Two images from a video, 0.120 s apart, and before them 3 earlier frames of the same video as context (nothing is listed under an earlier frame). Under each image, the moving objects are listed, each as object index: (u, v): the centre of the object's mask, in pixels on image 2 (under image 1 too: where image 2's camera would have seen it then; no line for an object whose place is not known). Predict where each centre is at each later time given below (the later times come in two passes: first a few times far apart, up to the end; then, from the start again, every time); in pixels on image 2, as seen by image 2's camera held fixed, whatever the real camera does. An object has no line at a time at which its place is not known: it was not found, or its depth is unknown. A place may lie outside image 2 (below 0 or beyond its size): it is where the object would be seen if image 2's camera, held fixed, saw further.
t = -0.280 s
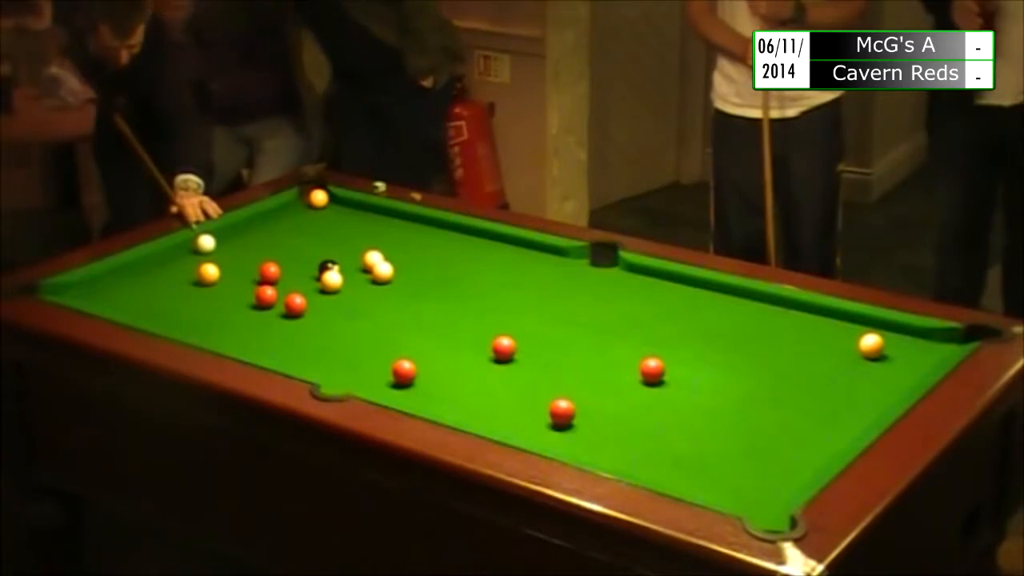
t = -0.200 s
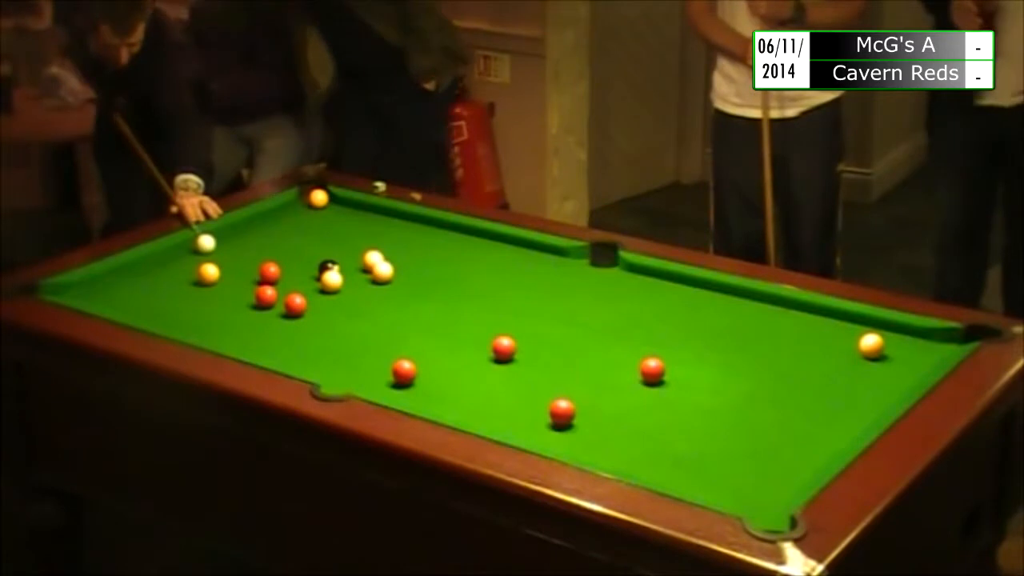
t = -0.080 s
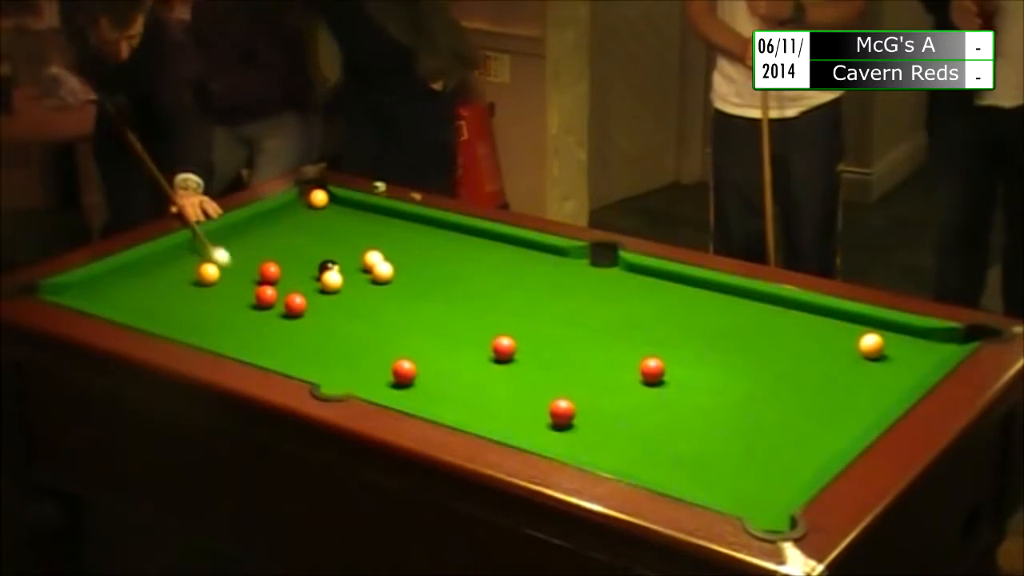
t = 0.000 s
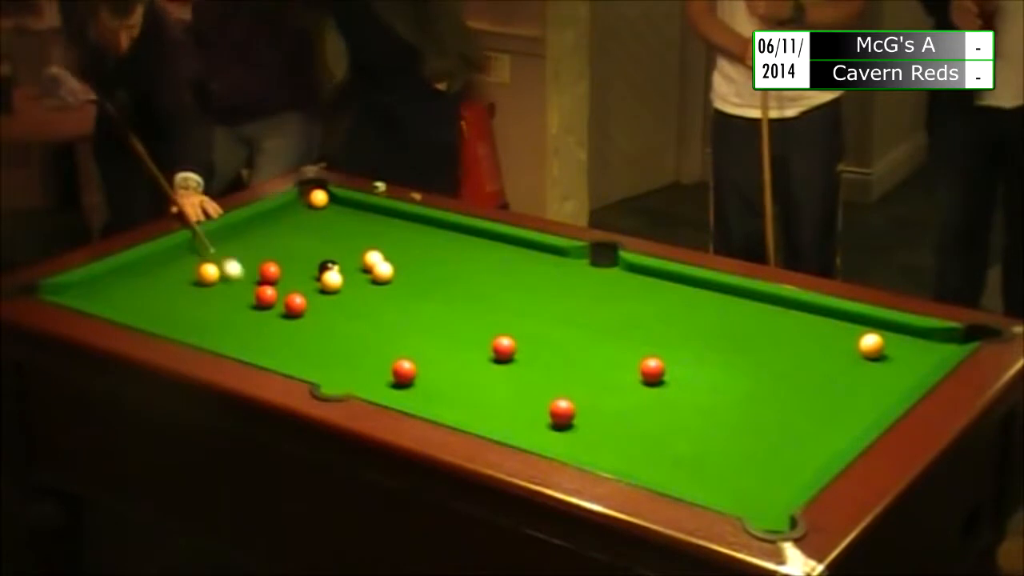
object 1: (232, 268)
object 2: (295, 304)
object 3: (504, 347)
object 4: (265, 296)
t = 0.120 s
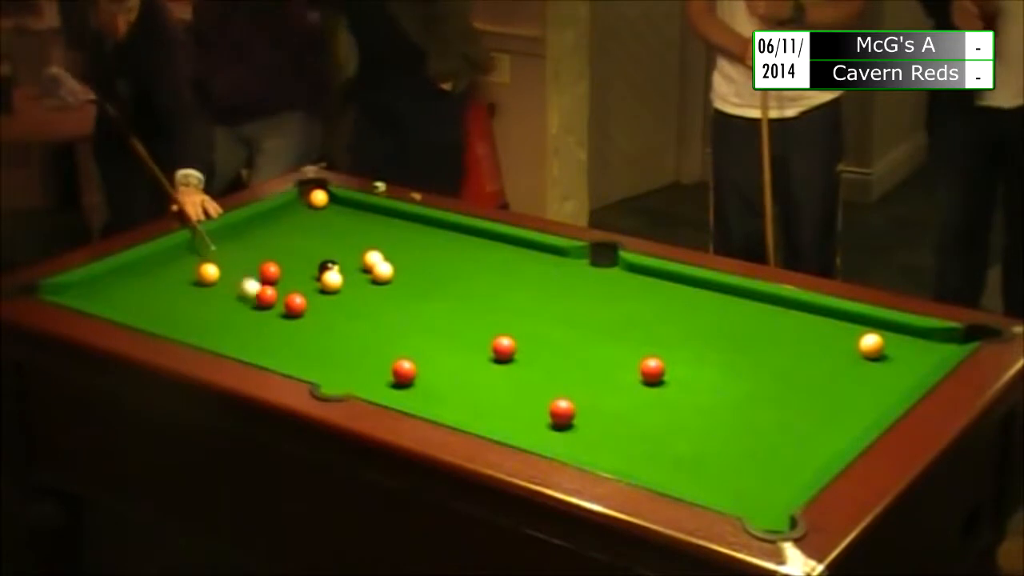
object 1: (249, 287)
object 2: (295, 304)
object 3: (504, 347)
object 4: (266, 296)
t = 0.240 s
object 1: (241, 296)
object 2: (308, 308)
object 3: (504, 347)
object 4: (275, 301)
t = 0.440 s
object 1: (227, 308)
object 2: (344, 316)
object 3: (504, 347)
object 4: (271, 306)
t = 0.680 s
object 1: (212, 323)
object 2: (386, 326)
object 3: (504, 347)
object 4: (266, 310)
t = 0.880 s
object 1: (201, 331)
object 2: (418, 334)
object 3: (504, 347)
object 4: (264, 312)
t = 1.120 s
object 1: (215, 330)
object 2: (455, 342)
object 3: (503, 347)
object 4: (262, 313)
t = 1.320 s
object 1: (228, 328)
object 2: (480, 349)
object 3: (507, 347)
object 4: (261, 314)
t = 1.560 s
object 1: (242, 325)
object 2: (486, 356)
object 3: (525, 347)
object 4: (262, 313)
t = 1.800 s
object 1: (252, 323)
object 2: (492, 362)
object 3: (537, 348)
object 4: (264, 310)
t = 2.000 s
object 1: (257, 322)
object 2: (495, 365)
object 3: (544, 348)
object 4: (264, 308)
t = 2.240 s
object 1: (258, 322)
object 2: (497, 368)
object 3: (549, 348)
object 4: (264, 308)
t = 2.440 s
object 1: (258, 322)
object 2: (498, 369)
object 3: (549, 348)
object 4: (263, 308)
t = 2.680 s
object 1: (258, 322)
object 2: (498, 369)
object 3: (548, 348)
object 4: (263, 308)
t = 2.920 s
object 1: (258, 322)
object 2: (498, 369)
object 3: (548, 348)
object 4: (263, 308)
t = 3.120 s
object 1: (258, 322)
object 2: (498, 369)
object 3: (548, 348)
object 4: (263, 308)
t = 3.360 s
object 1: (258, 322)
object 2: (498, 368)
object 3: (548, 348)
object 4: (263, 308)
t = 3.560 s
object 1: (258, 322)
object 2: (498, 369)
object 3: (548, 348)
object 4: (263, 308)
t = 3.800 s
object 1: (258, 322)
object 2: (498, 369)
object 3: (548, 348)
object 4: (263, 308)
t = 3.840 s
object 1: (258, 322)
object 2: (498, 368)
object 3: (548, 348)
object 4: (263, 308)
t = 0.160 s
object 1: (249, 292)
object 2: (295, 304)
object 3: (504, 347)
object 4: (271, 298)
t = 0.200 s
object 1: (245, 294)
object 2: (299, 305)
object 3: (504, 347)
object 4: (276, 300)
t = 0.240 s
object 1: (241, 296)
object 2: (308, 308)
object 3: (504, 347)
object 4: (275, 301)
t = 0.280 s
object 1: (239, 299)
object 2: (316, 309)
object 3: (504, 347)
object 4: (274, 302)
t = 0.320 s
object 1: (236, 301)
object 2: (323, 311)
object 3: (504, 347)
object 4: (273, 303)
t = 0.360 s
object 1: (233, 304)
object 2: (330, 313)
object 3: (504, 347)
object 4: (272, 304)
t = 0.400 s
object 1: (230, 306)
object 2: (337, 314)
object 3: (504, 347)
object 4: (272, 305)
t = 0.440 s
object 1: (227, 308)
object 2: (344, 316)
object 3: (504, 347)
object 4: (271, 306)
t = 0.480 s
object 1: (224, 311)
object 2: (352, 318)
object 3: (504, 347)
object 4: (270, 306)
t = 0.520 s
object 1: (222, 314)
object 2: (358, 320)
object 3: (504, 347)
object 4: (269, 307)
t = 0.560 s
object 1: (219, 316)
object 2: (366, 321)
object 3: (504, 347)
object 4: (268, 308)
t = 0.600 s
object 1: (217, 318)
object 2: (372, 323)
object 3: (504, 347)
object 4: (268, 309)
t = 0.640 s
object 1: (214, 320)
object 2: (379, 324)
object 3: (504, 347)
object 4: (267, 309)
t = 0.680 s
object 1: (212, 323)
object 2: (386, 326)
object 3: (504, 347)
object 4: (266, 310)
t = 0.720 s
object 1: (209, 325)
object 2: (392, 328)
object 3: (504, 347)
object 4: (266, 311)
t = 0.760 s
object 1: (207, 327)
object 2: (399, 329)
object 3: (504, 347)
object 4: (265, 311)
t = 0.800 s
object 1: (205, 327)
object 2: (405, 331)
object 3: (504, 347)
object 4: (265, 312)
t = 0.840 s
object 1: (203, 329)
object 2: (412, 332)
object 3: (504, 347)
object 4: (264, 312)
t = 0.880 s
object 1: (201, 331)
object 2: (418, 334)
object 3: (504, 347)
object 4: (264, 312)
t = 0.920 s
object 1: (199, 332)
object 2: (425, 335)
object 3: (504, 347)
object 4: (264, 312)
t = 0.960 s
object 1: (201, 332)
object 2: (431, 337)
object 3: (503, 347)
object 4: (263, 313)
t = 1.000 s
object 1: (205, 332)
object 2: (437, 338)
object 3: (504, 347)
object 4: (263, 313)
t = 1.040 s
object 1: (208, 331)
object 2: (443, 340)
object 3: (503, 347)
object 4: (262, 313)
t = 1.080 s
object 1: (211, 331)
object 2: (449, 341)
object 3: (503, 347)
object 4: (262, 313)
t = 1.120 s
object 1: (215, 330)
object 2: (455, 342)
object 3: (503, 347)
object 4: (262, 313)
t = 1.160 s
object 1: (217, 329)
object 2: (461, 344)
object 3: (503, 347)
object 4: (262, 313)
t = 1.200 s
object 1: (220, 330)
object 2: (467, 345)
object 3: (504, 347)
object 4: (262, 314)
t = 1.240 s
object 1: (222, 330)
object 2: (472, 347)
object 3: (504, 347)
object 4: (261, 314)
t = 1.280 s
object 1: (225, 329)
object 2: (478, 348)
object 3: (504, 347)
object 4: (261, 314)
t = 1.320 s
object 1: (228, 328)
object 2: (480, 349)
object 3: (507, 347)
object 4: (261, 314)
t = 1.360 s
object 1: (230, 328)
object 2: (481, 350)
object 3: (510, 347)
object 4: (261, 314)
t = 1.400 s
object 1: (232, 327)
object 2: (482, 352)
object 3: (513, 348)
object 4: (261, 314)
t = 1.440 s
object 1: (236, 327)
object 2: (483, 353)
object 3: (516, 348)
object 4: (261, 313)
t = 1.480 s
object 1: (237, 326)
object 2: (484, 354)
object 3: (519, 348)
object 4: (261, 313)
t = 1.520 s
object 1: (240, 326)
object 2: (485, 355)
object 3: (522, 347)
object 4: (262, 313)
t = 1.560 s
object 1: (242, 325)
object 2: (486, 356)
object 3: (525, 347)
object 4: (262, 313)
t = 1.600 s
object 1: (244, 325)
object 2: (487, 357)
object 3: (527, 348)
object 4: (262, 313)
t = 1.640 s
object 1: (246, 325)
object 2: (488, 359)
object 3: (529, 348)
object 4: (263, 312)
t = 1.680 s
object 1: (248, 324)
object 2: (489, 359)
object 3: (531, 348)
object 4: (263, 312)
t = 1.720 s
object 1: (249, 324)
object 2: (490, 360)
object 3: (533, 348)
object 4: (264, 311)
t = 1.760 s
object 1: (251, 324)
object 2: (491, 361)
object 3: (535, 348)
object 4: (264, 311)
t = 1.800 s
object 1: (252, 323)
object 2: (492, 362)
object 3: (537, 348)
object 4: (264, 310)
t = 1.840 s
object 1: (253, 323)
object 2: (492, 362)
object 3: (539, 348)
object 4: (264, 309)
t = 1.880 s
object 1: (255, 322)
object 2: (493, 363)
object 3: (540, 348)
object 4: (265, 309)
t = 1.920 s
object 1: (256, 322)
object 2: (494, 364)
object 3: (542, 348)
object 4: (264, 309)
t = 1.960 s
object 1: (256, 322)
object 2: (495, 365)
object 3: (543, 348)
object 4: (264, 308)
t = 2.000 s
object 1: (257, 322)
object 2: (495, 365)
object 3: (544, 348)
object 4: (264, 308)
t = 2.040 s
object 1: (257, 322)
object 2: (495, 366)
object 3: (545, 348)
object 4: (264, 308)
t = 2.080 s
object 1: (258, 322)
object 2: (496, 366)
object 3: (546, 348)
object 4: (264, 308)
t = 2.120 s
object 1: (258, 322)
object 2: (497, 367)
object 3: (547, 348)
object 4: (264, 308)
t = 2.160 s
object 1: (258, 322)
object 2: (497, 367)
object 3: (548, 348)
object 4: (264, 308)
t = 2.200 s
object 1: (259, 322)
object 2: (497, 367)
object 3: (548, 348)
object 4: (264, 308)
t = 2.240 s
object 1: (258, 322)
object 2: (497, 368)
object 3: (549, 348)
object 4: (264, 308)
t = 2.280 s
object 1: (258, 322)
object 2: (498, 368)
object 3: (549, 348)
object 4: (263, 308)
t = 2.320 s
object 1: (258, 322)
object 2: (498, 368)
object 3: (549, 348)
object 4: (263, 308)
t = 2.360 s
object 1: (258, 322)
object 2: (498, 369)
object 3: (549, 348)
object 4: (263, 308)
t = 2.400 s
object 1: (258, 322)
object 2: (498, 369)
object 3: (549, 348)
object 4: (263, 308)
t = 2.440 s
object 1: (258, 322)
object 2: (498, 369)
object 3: (549, 348)
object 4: (263, 308)
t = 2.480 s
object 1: (258, 322)
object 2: (498, 369)
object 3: (549, 348)
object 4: (263, 308)
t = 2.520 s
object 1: (258, 322)
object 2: (498, 369)
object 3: (549, 348)
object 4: (263, 308)
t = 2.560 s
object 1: (258, 322)
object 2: (498, 369)
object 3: (549, 348)
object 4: (263, 308)
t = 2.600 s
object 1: (258, 322)
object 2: (498, 369)
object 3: (548, 348)
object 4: (263, 308)
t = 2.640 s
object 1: (258, 322)
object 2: (498, 369)
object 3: (548, 348)
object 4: (263, 308)
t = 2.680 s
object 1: (258, 322)
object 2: (498, 369)
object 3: (548, 348)
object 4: (263, 308)
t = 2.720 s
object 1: (258, 322)
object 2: (498, 369)
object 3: (548, 348)
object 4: (263, 308)
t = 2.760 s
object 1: (258, 322)
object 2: (498, 369)
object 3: (548, 348)
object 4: (263, 308)
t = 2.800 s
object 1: (258, 322)
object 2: (498, 369)
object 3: (548, 348)
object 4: (263, 308)
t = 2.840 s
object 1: (258, 322)
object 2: (498, 369)
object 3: (548, 348)
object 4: (263, 308)
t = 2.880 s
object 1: (258, 322)
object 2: (498, 369)
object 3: (548, 348)
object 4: (263, 308)
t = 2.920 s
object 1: (258, 322)
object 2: (498, 369)
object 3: (548, 348)
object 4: (263, 308)
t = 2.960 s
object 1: (258, 322)
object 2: (498, 369)
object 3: (548, 348)
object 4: (263, 308)
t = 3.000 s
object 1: (258, 322)
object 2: (498, 369)
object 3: (548, 348)
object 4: (263, 308)
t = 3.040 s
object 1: (258, 322)
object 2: (498, 369)
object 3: (548, 348)
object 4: (263, 308)
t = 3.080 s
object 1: (258, 322)
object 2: (498, 369)
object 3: (548, 348)
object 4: (263, 308)
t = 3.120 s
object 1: (258, 322)
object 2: (498, 369)
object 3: (548, 348)
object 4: (263, 308)
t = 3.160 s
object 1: (258, 322)
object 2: (498, 369)
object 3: (548, 348)
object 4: (263, 308)
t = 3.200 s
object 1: (258, 322)
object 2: (498, 369)
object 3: (548, 348)
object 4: (263, 308)
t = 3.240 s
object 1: (258, 322)
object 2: (498, 368)
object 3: (548, 348)
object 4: (263, 308)
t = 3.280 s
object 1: (258, 322)
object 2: (498, 369)
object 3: (548, 348)
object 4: (263, 308)
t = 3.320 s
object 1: (258, 322)
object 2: (498, 368)
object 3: (548, 348)
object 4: (263, 308)
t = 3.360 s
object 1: (258, 322)
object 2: (498, 368)
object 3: (548, 348)
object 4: (263, 308)
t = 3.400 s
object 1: (258, 322)
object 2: (498, 368)
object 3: (548, 348)
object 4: (263, 308)
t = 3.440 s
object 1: (258, 322)
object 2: (498, 369)
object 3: (548, 348)
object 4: (263, 308)
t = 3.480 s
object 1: (258, 322)
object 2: (498, 369)
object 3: (548, 348)
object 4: (263, 308)
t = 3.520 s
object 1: (258, 322)
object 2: (498, 369)
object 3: (548, 348)
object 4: (263, 308)
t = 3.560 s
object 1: (258, 322)
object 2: (498, 369)
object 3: (548, 348)
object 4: (263, 308)
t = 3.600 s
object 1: (258, 322)
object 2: (498, 369)
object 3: (548, 348)
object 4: (263, 308)
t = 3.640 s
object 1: (258, 322)
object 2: (498, 369)
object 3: (548, 348)
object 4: (263, 308)
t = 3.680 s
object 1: (258, 322)
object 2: (498, 368)
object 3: (548, 348)
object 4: (263, 308)
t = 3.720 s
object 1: (258, 322)
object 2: (498, 368)
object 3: (548, 348)
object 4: (263, 308)
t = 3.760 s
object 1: (258, 322)
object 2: (498, 369)
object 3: (548, 348)
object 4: (263, 308)
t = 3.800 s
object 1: (258, 322)
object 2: (498, 369)
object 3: (548, 348)
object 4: (263, 308)
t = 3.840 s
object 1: (258, 322)
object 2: (498, 368)
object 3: (548, 348)
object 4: (263, 308)
